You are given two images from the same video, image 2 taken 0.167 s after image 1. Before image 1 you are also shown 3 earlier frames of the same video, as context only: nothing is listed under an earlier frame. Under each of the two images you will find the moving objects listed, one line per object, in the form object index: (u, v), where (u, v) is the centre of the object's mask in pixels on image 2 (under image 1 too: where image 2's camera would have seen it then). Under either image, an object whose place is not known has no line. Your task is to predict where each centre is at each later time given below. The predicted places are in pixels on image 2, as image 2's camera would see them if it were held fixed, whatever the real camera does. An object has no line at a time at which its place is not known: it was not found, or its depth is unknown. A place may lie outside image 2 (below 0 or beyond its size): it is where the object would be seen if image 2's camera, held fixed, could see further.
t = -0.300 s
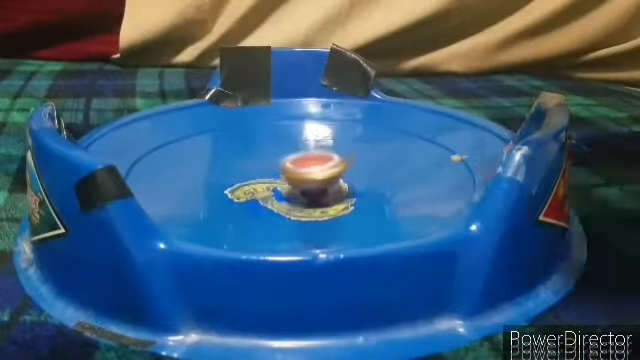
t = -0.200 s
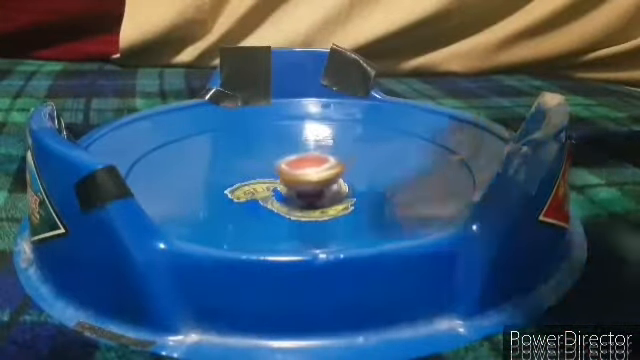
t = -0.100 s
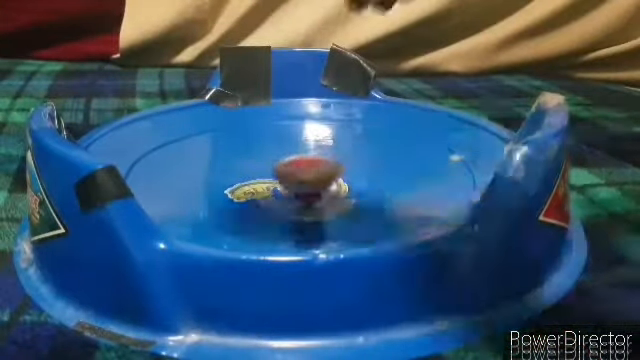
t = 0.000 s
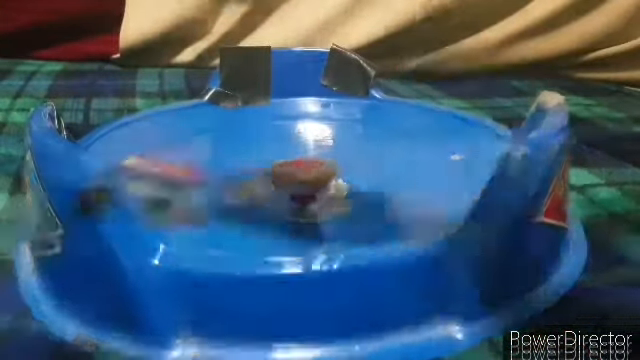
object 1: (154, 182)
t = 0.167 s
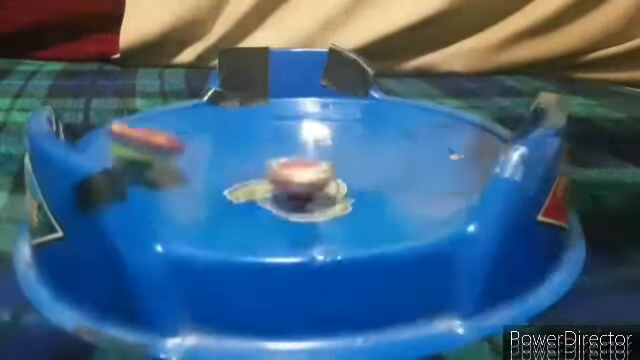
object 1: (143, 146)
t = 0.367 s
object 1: (168, 129)
